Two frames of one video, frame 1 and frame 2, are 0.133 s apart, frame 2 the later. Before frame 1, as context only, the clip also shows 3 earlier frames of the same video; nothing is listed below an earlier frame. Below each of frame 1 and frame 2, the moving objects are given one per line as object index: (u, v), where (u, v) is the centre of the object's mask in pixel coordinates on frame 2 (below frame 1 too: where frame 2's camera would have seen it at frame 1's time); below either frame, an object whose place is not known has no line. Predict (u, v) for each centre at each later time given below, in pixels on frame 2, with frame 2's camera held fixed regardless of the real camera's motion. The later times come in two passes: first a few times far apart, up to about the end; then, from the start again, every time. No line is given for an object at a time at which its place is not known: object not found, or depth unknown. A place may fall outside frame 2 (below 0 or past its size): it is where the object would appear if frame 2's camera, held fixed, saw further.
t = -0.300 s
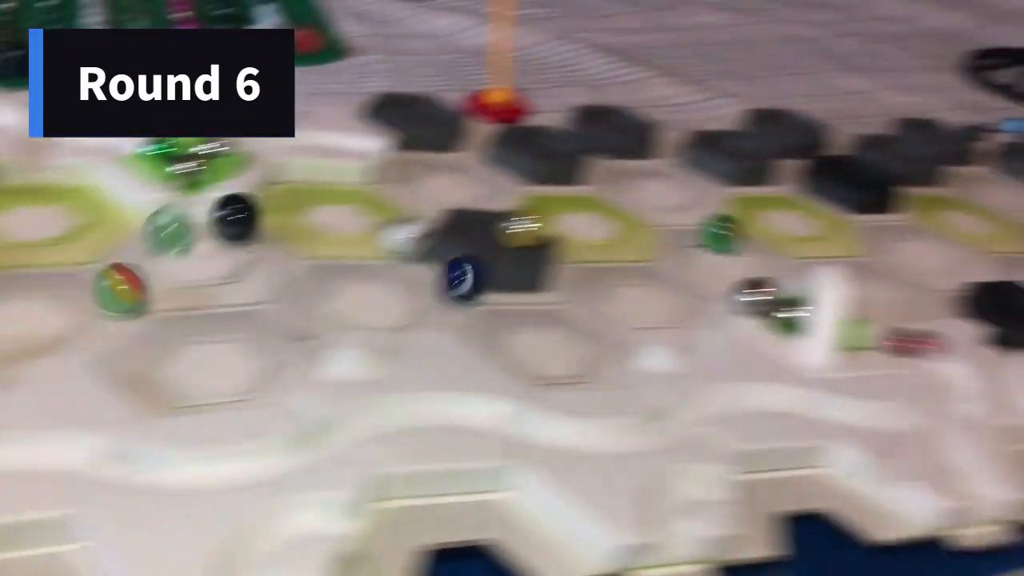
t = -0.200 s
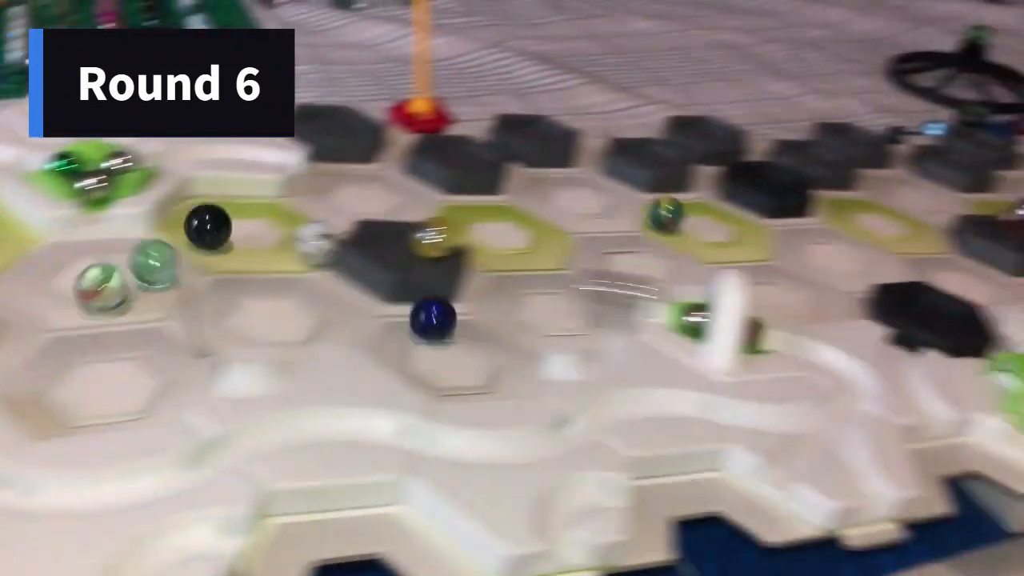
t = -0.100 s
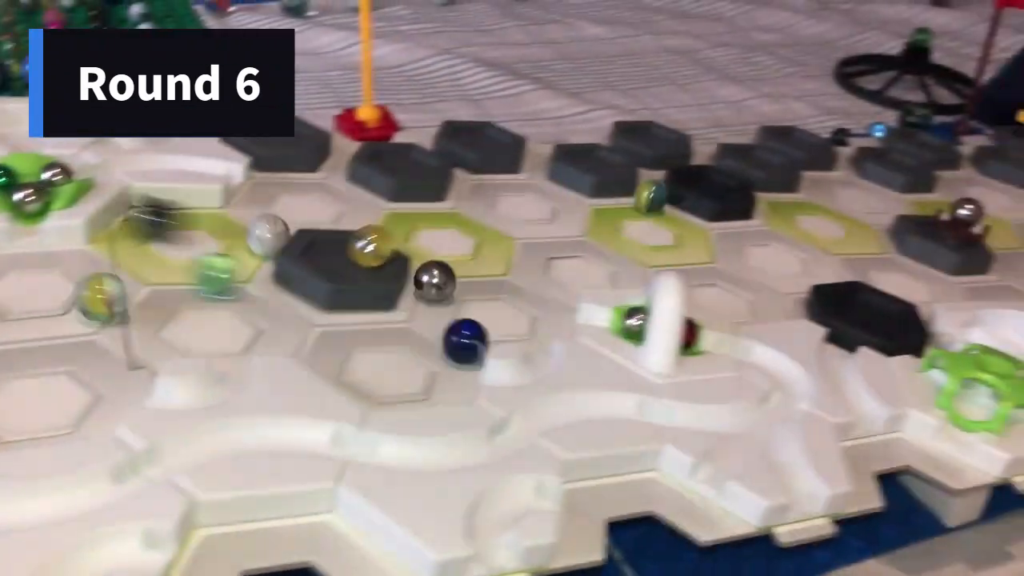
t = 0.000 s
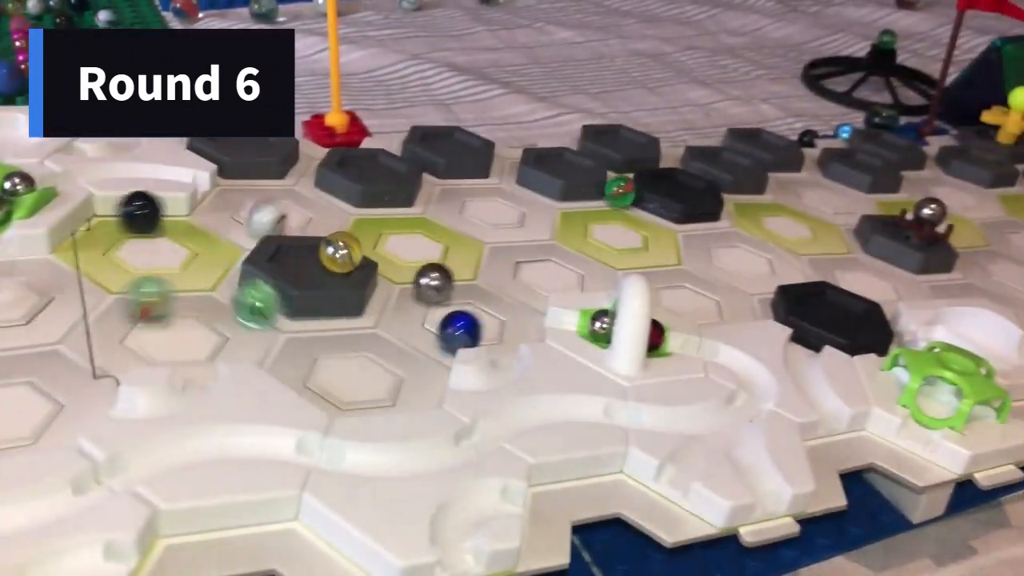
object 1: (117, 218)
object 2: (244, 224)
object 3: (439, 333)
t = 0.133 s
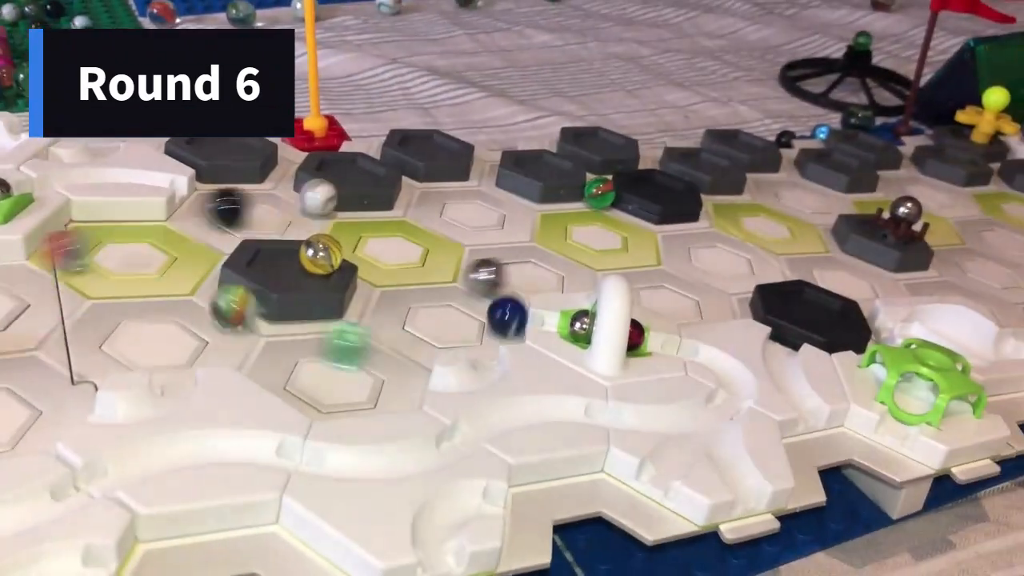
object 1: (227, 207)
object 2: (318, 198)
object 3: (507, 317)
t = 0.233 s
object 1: (303, 212)
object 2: (329, 197)
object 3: (509, 288)
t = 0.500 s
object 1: (491, 235)
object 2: (431, 213)
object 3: (577, 221)
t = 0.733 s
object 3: (679, 227)
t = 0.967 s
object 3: (868, 255)
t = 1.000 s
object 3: (890, 265)
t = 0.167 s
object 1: (259, 207)
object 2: (319, 199)
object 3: (506, 307)
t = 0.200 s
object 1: (292, 207)
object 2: (327, 197)
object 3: (506, 298)
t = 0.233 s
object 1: (303, 212)
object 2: (329, 197)
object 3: (509, 288)
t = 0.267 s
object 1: (318, 215)
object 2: (334, 196)
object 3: (513, 279)
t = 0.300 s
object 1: (337, 219)
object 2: (338, 195)
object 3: (520, 271)
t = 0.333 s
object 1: (359, 223)
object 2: (345, 199)
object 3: (528, 263)
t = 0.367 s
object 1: (383, 226)
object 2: (359, 204)
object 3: (536, 254)
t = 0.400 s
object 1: (408, 228)
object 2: (374, 206)
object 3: (545, 244)
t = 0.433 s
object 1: (435, 231)
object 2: (390, 209)
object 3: (554, 236)
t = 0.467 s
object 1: (462, 234)
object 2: (412, 210)
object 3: (565, 228)
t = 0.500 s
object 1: (491, 235)
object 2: (431, 213)
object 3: (577, 221)
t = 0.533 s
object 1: (521, 236)
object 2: (455, 215)
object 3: (589, 212)
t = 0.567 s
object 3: (601, 207)
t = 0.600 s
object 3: (618, 211)
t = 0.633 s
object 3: (637, 214)
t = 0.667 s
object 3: (649, 218)
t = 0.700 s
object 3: (664, 223)
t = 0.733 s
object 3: (679, 227)
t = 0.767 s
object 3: (697, 231)
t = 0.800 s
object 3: (716, 235)
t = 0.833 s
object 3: (739, 236)
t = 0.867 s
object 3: (769, 238)
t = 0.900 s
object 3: (801, 245)
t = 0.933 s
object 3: (836, 248)
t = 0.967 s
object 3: (868, 255)
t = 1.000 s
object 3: (890, 265)
